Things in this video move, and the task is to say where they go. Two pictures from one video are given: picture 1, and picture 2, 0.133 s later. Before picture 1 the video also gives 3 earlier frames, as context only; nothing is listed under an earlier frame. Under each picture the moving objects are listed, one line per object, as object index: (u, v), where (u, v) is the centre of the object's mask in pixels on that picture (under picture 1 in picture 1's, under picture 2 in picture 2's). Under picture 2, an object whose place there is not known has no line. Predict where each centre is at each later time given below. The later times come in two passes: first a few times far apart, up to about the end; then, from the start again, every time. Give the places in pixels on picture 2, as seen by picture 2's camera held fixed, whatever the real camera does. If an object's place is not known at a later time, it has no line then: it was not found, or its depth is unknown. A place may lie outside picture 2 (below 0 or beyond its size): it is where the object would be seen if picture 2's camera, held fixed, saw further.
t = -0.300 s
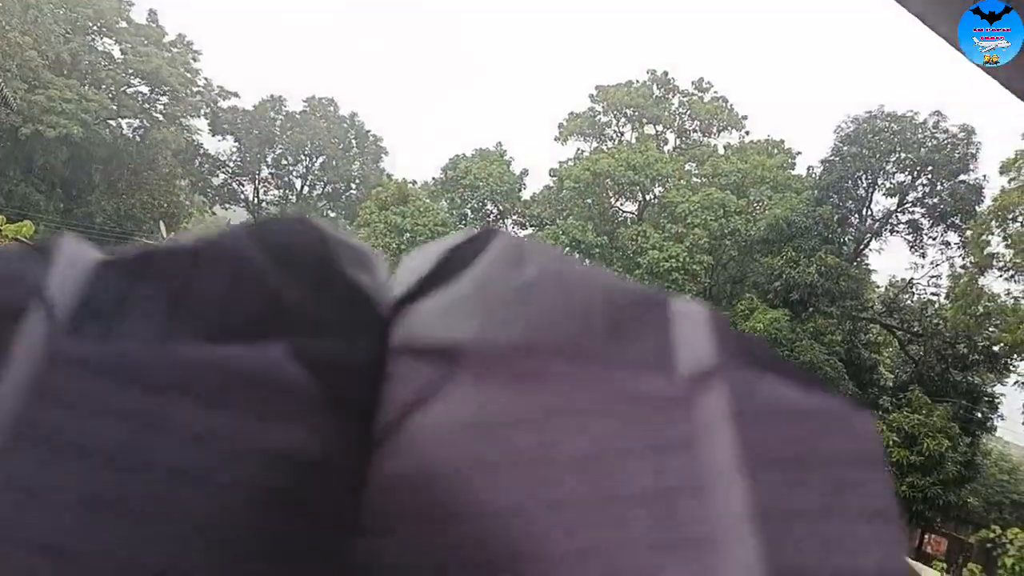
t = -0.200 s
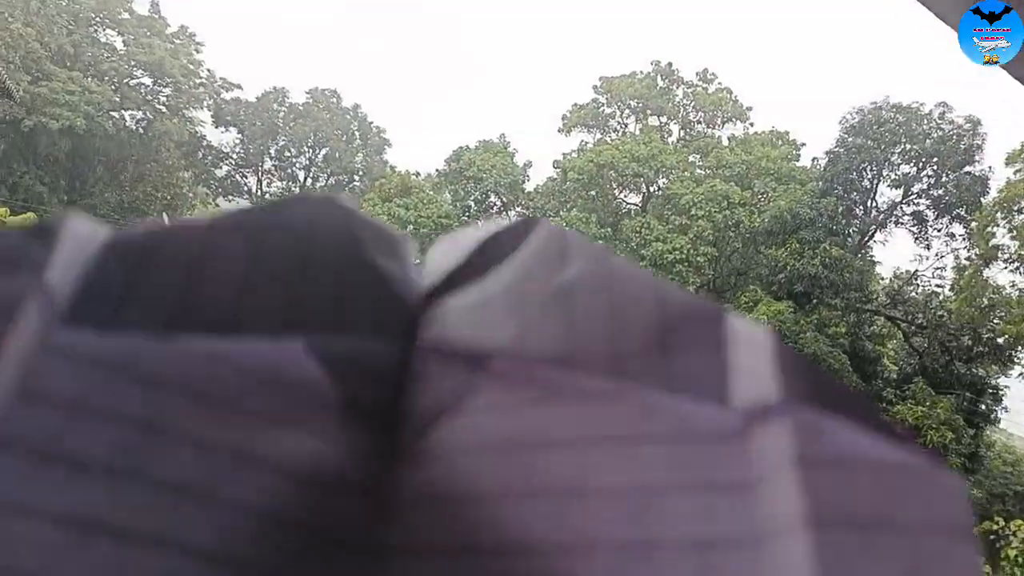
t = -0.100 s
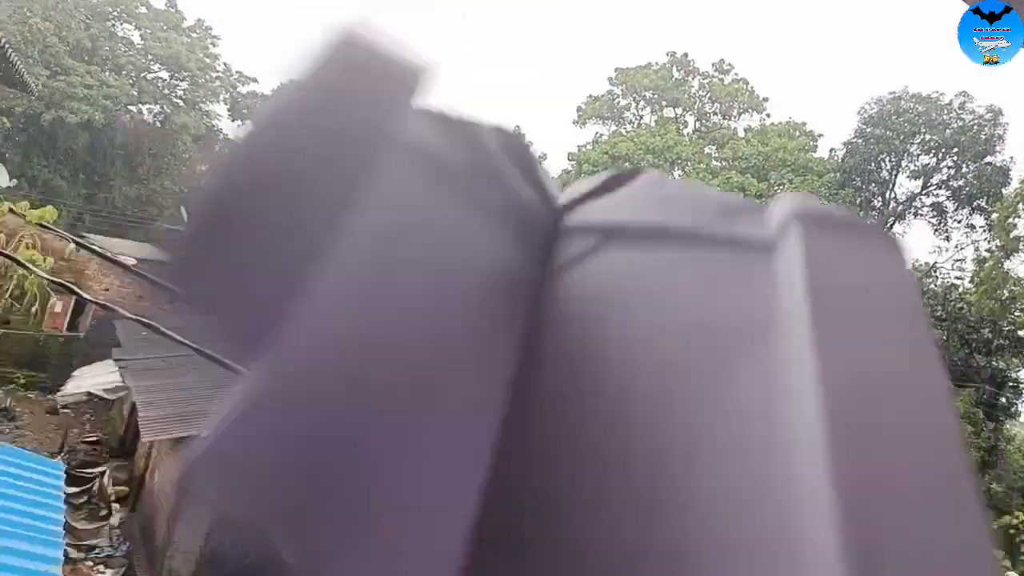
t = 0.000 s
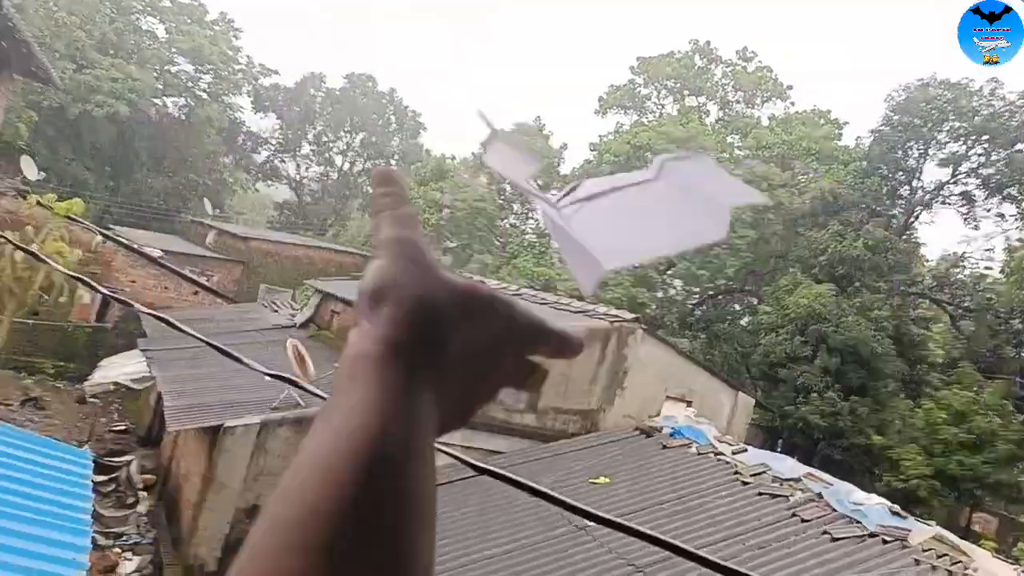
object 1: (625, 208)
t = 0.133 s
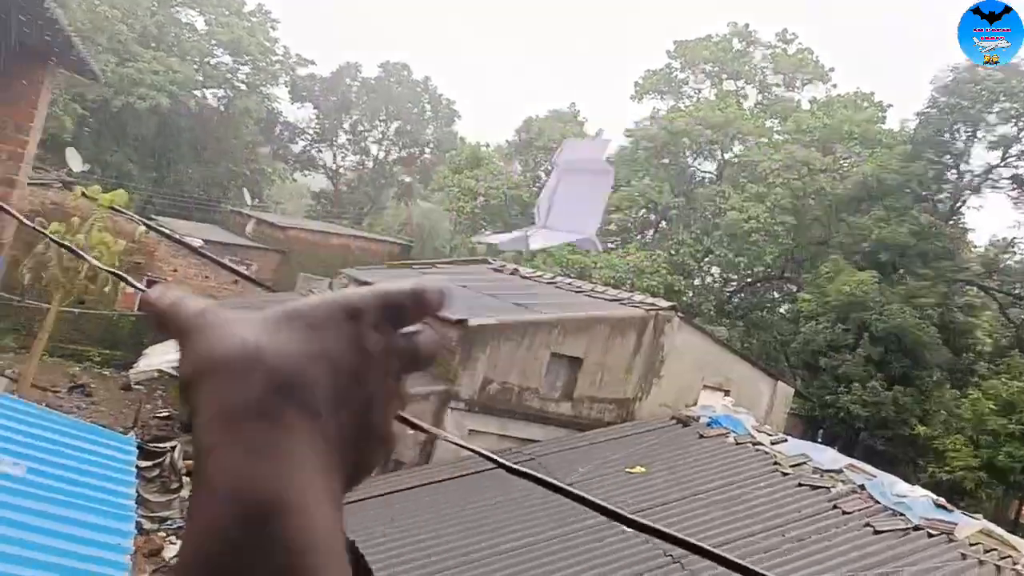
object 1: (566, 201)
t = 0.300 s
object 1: (446, 300)
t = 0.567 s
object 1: (290, 478)
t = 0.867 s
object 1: (227, 576)
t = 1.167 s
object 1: (200, 575)
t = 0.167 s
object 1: (542, 214)
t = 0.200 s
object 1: (519, 230)
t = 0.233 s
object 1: (496, 249)
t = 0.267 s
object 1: (471, 272)
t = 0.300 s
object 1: (446, 300)
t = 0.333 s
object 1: (421, 326)
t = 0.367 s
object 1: (394, 353)
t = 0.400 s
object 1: (376, 375)
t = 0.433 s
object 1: (343, 400)
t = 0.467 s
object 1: (334, 417)
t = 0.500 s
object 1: (319, 438)
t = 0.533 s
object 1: (304, 459)
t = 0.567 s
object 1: (290, 478)
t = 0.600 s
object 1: (279, 494)
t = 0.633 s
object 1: (268, 510)
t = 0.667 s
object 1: (258, 525)
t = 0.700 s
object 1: (249, 537)
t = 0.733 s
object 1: (243, 549)
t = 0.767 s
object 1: (235, 558)
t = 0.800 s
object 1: (232, 566)
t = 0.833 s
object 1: (230, 572)
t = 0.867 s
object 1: (227, 576)
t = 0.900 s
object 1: (225, 579)
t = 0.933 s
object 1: (220, 582)
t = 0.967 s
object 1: (218, 583)
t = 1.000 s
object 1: (215, 584)
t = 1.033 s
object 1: (213, 582)
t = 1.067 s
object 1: (209, 581)
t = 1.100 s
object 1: (206, 579)
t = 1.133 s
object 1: (203, 577)
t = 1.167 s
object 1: (200, 575)
